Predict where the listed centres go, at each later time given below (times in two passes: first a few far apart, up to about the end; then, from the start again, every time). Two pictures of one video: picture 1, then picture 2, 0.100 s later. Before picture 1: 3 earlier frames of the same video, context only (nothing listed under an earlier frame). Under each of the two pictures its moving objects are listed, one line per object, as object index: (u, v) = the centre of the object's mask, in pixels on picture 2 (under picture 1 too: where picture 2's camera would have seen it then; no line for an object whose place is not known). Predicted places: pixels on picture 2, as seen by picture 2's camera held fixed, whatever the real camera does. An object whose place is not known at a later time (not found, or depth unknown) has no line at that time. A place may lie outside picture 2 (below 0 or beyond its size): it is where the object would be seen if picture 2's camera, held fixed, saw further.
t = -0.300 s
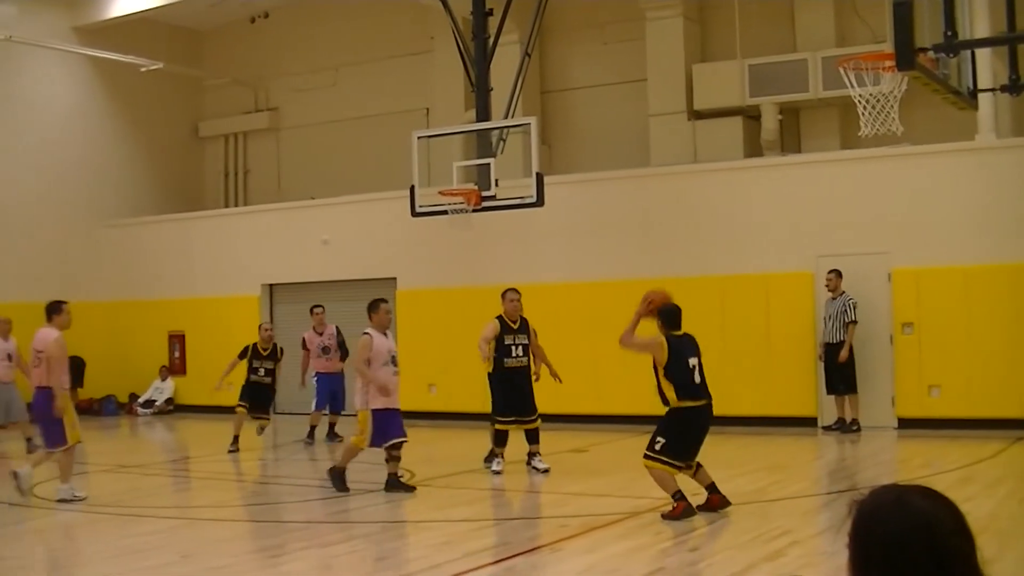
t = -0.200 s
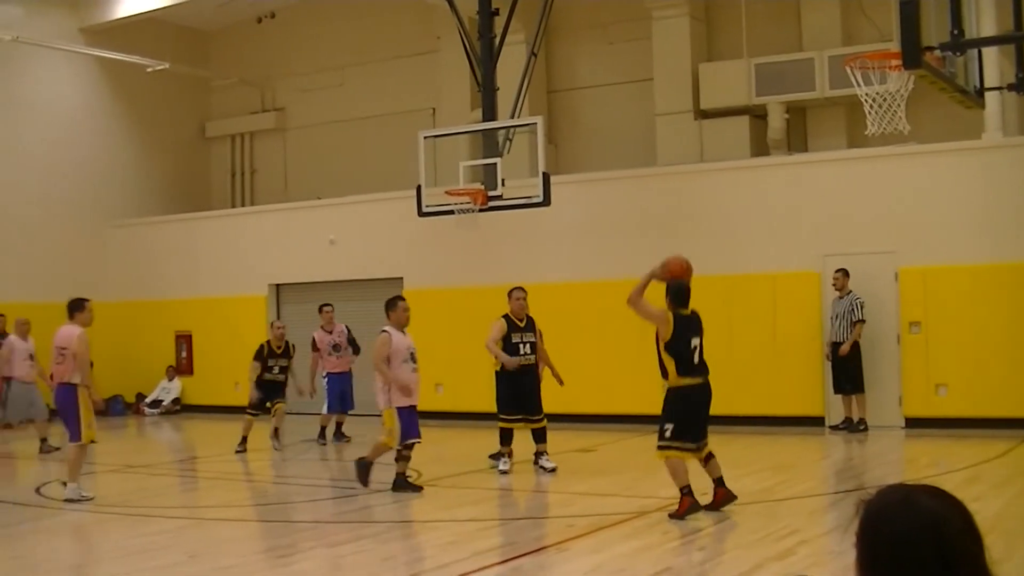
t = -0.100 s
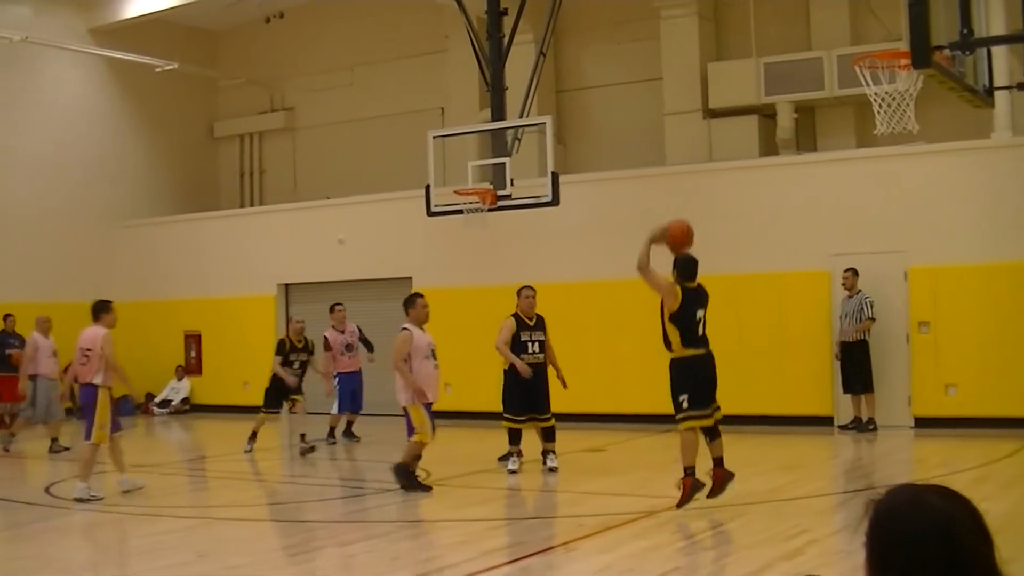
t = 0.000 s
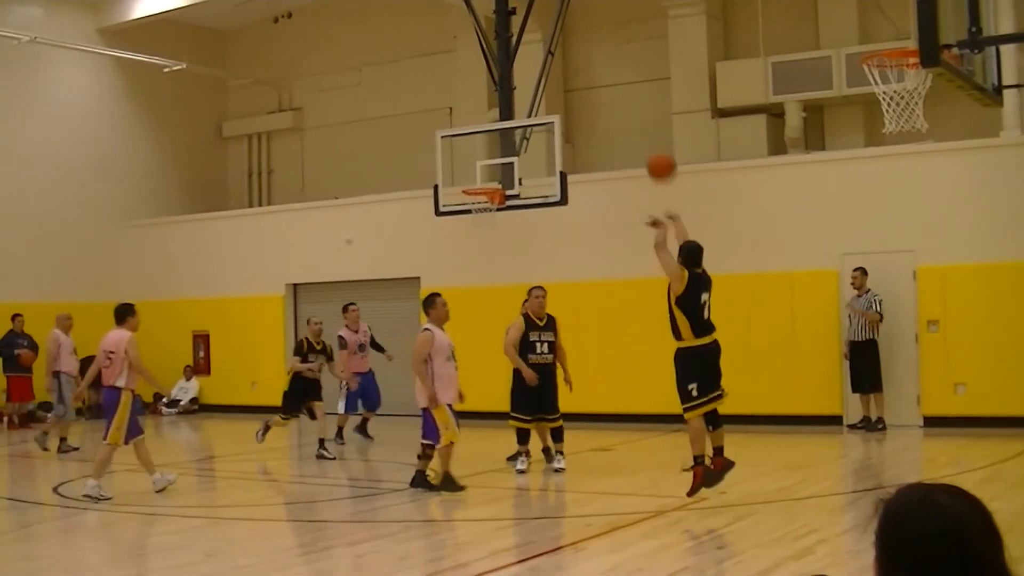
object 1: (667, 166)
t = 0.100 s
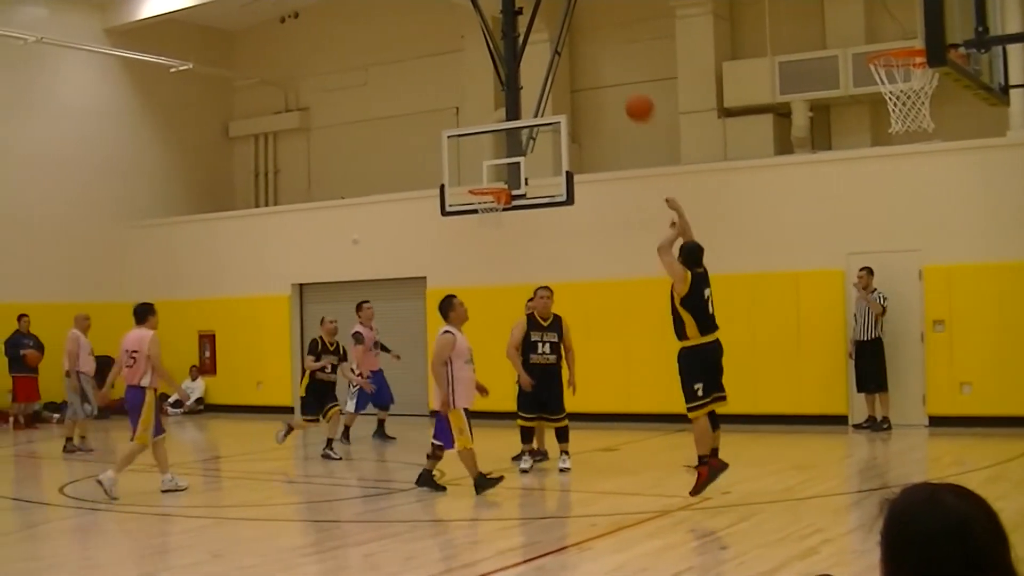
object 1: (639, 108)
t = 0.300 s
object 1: (593, 42)
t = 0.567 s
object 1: (552, 25)
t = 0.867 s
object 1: (513, 81)
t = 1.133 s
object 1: (488, 179)
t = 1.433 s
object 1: (495, 225)
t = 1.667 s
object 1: (497, 291)
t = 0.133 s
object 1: (631, 93)
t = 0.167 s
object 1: (623, 79)
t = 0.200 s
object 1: (615, 67)
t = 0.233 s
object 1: (608, 57)
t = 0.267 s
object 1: (601, 48)
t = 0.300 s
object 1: (593, 42)
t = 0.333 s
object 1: (586, 35)
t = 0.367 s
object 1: (581, 30)
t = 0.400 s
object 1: (574, 26)
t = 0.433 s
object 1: (569, 22)
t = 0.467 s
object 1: (564, 22)
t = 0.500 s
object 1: (560, 22)
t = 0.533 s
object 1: (556, 23)
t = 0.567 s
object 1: (552, 25)
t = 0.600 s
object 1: (548, 28)
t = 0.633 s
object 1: (543, 32)
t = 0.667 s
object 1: (539, 36)
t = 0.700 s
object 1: (534, 42)
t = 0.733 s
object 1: (529, 48)
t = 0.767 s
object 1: (525, 55)
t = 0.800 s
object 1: (521, 63)
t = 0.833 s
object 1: (517, 72)
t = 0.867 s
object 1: (513, 81)
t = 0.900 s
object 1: (510, 91)
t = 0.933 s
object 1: (507, 102)
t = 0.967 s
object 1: (503, 113)
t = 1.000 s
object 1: (499, 126)
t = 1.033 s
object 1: (497, 139)
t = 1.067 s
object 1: (494, 151)
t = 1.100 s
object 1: (491, 165)
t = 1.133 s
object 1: (488, 179)
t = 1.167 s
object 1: (487, 191)
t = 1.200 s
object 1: (490, 197)
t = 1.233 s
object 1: (492, 204)
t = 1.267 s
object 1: (493, 205)
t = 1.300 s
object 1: (494, 208)
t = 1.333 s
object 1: (494, 211)
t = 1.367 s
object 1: (495, 216)
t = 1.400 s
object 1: (495, 220)
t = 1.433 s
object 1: (495, 225)
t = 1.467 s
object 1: (496, 233)
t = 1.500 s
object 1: (496, 240)
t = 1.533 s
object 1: (496, 249)
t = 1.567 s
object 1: (496, 258)
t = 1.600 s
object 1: (496, 268)
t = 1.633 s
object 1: (497, 279)
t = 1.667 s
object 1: (497, 291)
